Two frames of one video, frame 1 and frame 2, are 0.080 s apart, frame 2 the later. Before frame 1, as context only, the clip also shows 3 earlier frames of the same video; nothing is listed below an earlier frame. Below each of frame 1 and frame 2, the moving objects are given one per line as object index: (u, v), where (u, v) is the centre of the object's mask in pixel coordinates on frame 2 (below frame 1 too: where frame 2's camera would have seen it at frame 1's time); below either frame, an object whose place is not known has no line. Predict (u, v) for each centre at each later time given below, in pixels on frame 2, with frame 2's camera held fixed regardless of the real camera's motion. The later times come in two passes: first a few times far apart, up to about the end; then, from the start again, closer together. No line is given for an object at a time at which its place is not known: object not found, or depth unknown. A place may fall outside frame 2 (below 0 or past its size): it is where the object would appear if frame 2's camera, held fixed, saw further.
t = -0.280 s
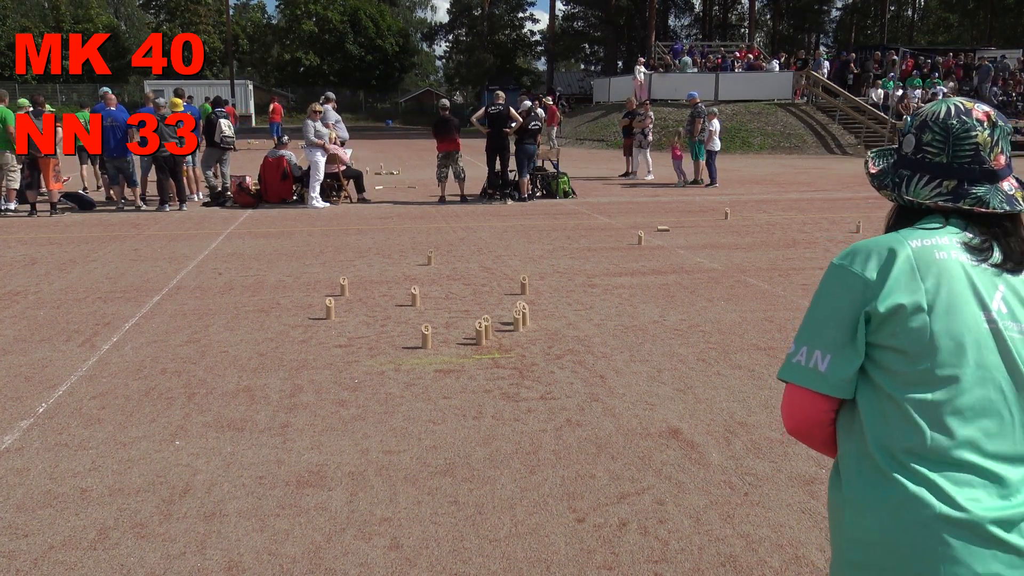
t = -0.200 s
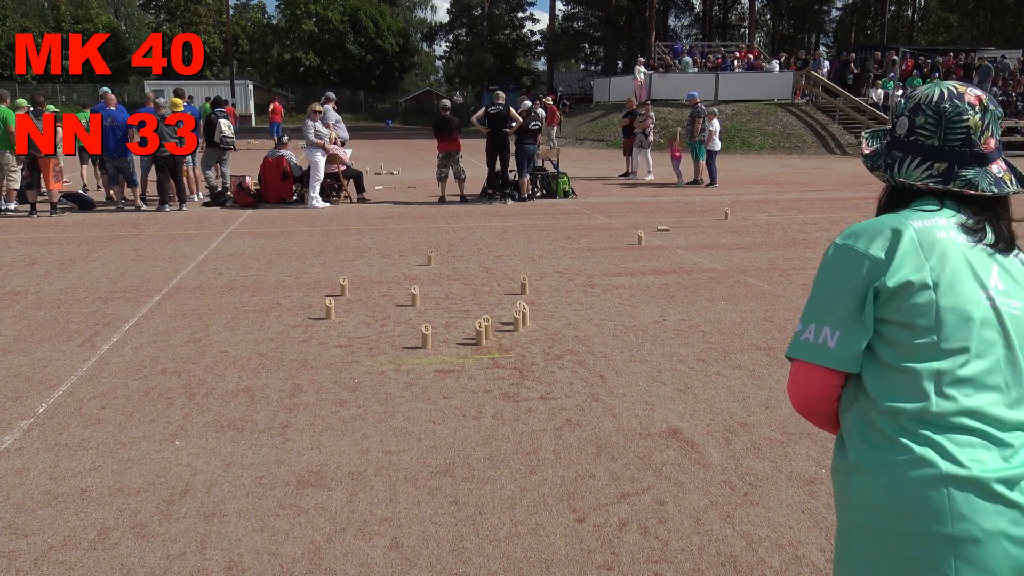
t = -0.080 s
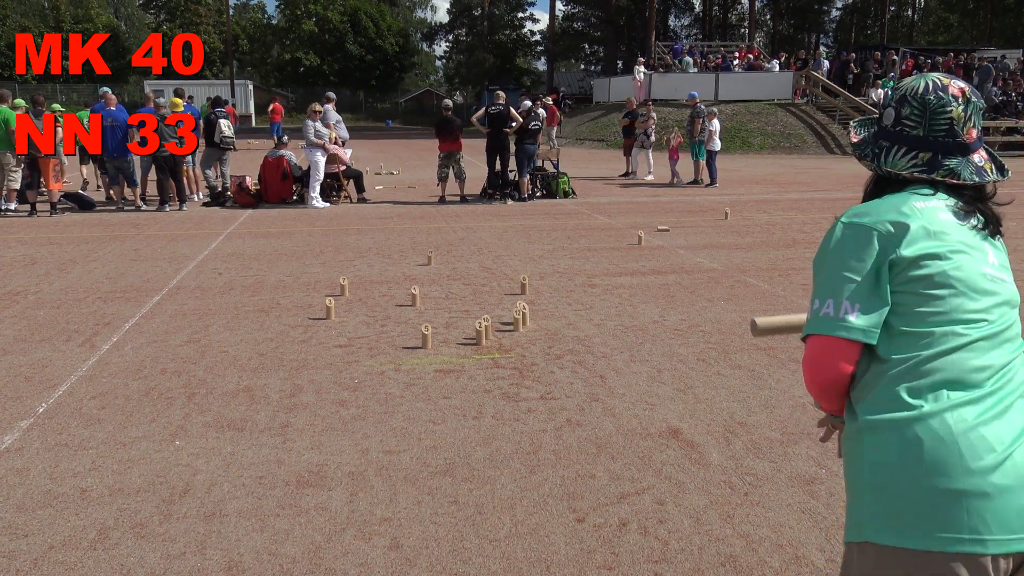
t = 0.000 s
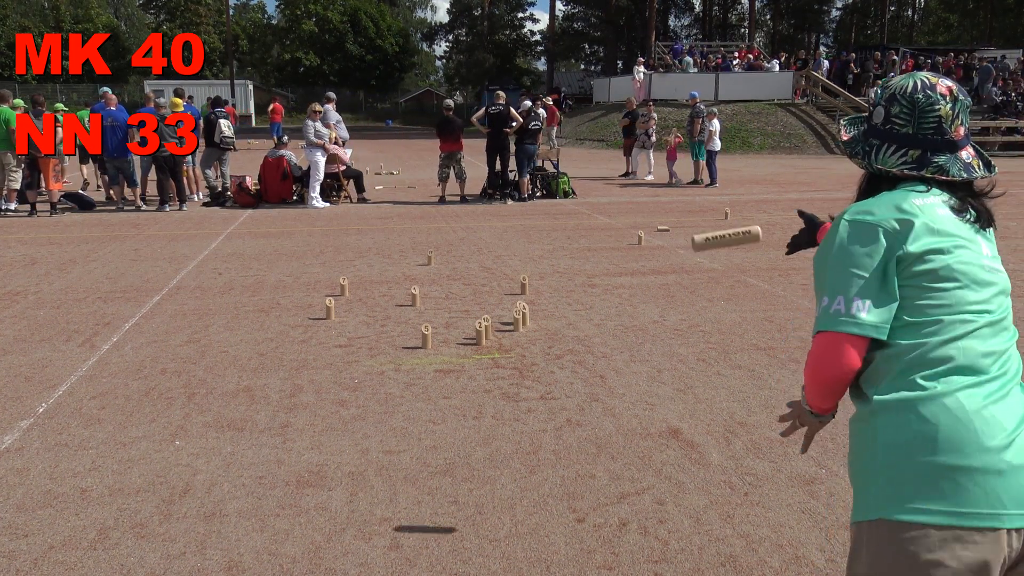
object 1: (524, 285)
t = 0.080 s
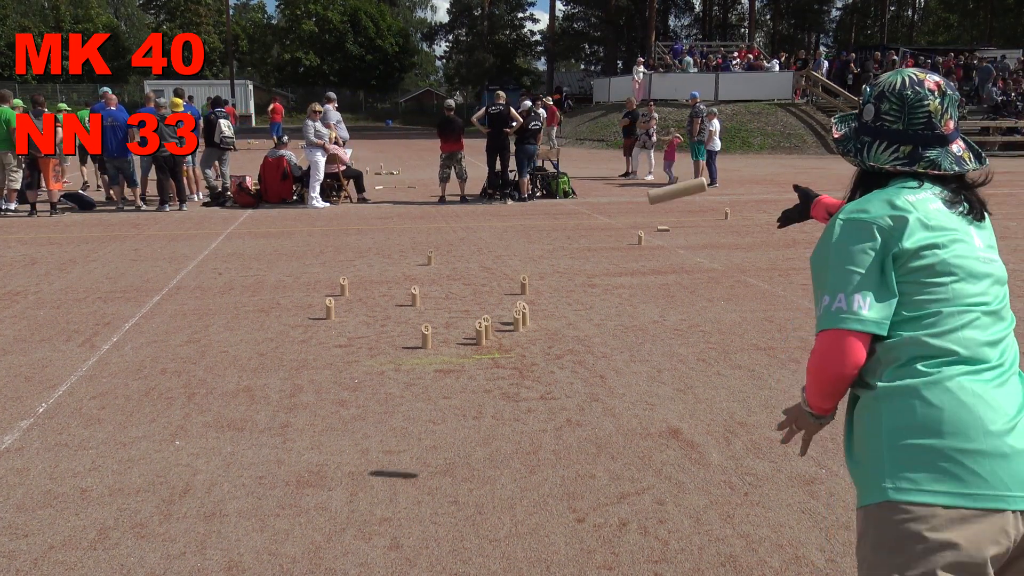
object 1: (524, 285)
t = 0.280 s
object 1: (524, 285)
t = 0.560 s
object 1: (524, 285)
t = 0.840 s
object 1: (526, 269)
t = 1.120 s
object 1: (530, 269)
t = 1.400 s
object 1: (523, 262)
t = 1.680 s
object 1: (515, 257)
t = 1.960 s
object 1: (514, 253)
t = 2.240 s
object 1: (517, 249)
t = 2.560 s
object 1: (524, 246)
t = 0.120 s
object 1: (524, 285)
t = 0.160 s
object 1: (524, 285)
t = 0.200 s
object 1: (524, 285)
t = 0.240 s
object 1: (524, 285)
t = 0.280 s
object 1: (524, 285)
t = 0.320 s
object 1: (524, 285)
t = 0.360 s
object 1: (524, 285)
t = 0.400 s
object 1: (524, 285)
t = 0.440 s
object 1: (524, 285)
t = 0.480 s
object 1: (524, 285)
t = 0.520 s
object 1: (524, 285)
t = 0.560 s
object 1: (524, 285)
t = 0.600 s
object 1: (524, 286)
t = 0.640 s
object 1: (524, 286)
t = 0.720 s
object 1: (525, 280)
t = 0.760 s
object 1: (527, 279)
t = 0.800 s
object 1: (526, 273)
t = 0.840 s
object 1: (526, 269)
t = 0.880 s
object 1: (526, 268)
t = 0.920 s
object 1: (525, 268)
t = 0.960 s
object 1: (526, 271)
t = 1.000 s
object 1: (527, 272)
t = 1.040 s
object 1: (529, 271)
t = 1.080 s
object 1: (530, 269)
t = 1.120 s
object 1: (530, 269)
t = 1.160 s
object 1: (532, 268)
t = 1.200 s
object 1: (531, 266)
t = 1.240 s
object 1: (530, 265)
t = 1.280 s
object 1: (529, 265)
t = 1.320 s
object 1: (528, 263)
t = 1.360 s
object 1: (525, 263)
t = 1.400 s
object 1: (523, 262)
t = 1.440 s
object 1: (523, 261)
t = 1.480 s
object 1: (521, 260)
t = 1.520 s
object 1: (519, 259)
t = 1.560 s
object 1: (517, 259)
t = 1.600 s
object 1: (517, 258)
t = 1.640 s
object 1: (516, 258)
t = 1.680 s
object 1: (515, 257)
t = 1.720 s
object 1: (514, 257)
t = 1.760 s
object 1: (514, 256)
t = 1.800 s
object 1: (513, 255)
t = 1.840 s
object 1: (513, 254)
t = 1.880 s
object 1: (514, 254)
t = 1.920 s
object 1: (514, 253)
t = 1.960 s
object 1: (514, 253)
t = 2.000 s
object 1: (514, 252)
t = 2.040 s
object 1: (514, 252)
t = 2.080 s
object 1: (515, 251)
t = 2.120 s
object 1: (516, 251)
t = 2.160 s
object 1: (516, 251)
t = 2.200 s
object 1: (517, 250)
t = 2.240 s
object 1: (517, 249)
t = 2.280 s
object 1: (519, 249)
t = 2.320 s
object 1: (519, 249)
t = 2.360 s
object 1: (521, 248)
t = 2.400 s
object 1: (521, 248)
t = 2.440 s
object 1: (522, 248)
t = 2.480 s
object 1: (522, 247)
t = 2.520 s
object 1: (523, 247)
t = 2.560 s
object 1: (524, 246)
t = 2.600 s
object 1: (525, 246)
